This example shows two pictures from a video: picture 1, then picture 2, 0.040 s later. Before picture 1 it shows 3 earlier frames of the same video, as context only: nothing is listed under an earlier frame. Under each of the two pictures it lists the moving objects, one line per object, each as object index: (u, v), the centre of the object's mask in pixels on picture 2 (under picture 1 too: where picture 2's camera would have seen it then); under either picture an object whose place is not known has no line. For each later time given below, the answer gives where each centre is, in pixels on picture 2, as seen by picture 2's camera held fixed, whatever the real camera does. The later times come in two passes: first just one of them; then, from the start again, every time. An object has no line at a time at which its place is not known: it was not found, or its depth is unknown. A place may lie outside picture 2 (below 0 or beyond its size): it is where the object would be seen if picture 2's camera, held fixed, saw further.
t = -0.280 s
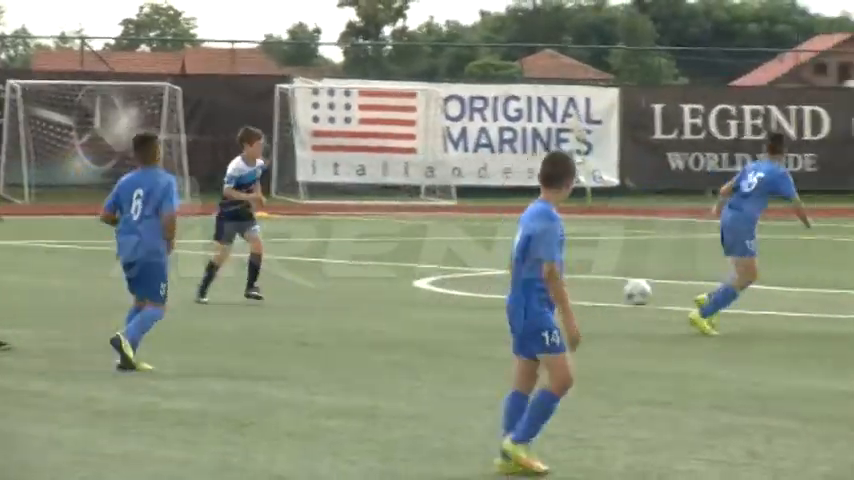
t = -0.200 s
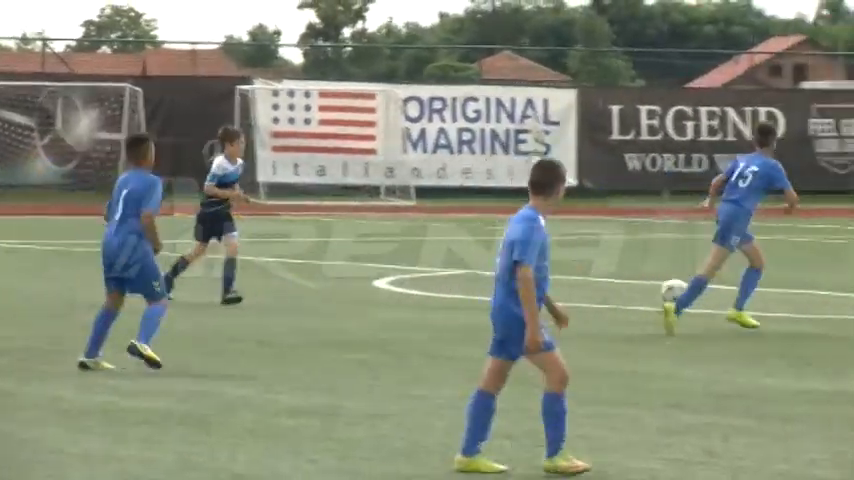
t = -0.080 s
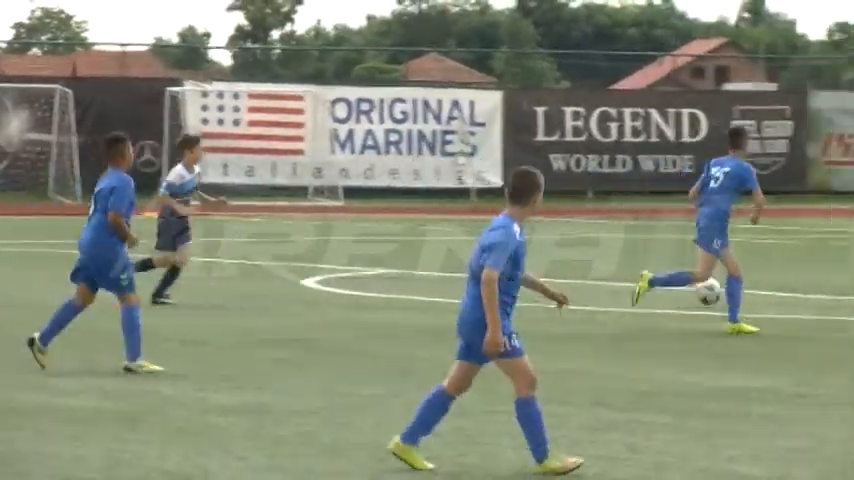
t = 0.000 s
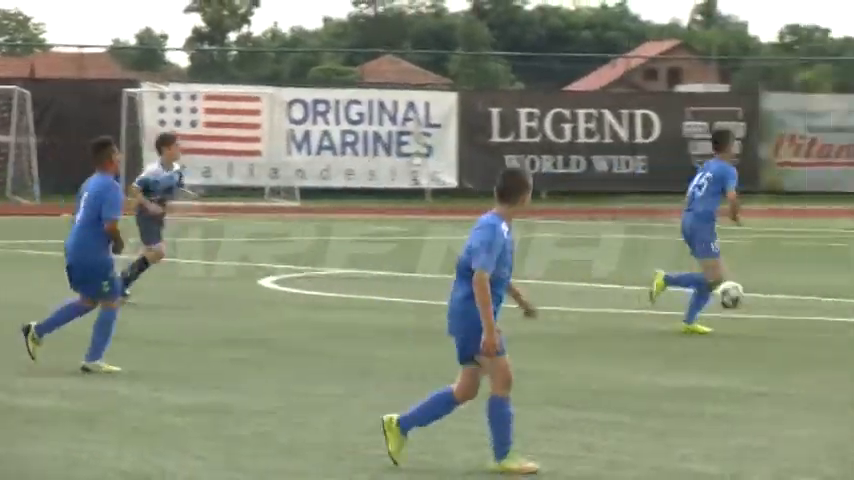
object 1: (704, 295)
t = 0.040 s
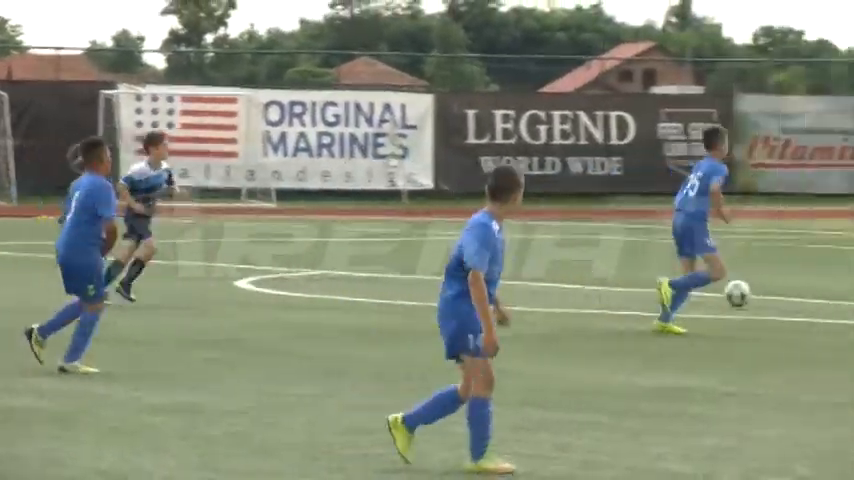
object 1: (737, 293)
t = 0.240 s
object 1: (903, 298)
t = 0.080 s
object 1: (771, 294)
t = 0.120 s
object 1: (803, 297)
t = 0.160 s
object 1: (837, 296)
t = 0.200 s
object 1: (870, 298)
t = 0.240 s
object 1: (903, 298)
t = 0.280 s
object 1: (937, 299)
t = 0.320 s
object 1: (970, 299)
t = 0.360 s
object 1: (1002, 298)
